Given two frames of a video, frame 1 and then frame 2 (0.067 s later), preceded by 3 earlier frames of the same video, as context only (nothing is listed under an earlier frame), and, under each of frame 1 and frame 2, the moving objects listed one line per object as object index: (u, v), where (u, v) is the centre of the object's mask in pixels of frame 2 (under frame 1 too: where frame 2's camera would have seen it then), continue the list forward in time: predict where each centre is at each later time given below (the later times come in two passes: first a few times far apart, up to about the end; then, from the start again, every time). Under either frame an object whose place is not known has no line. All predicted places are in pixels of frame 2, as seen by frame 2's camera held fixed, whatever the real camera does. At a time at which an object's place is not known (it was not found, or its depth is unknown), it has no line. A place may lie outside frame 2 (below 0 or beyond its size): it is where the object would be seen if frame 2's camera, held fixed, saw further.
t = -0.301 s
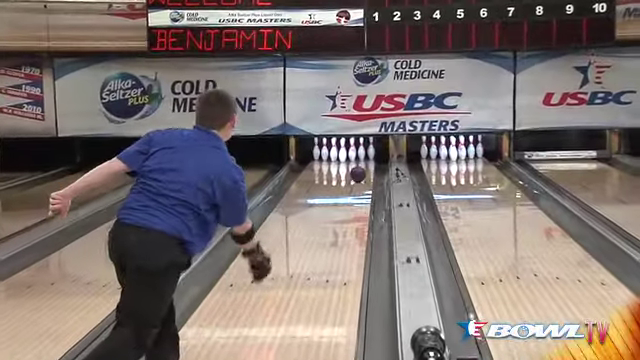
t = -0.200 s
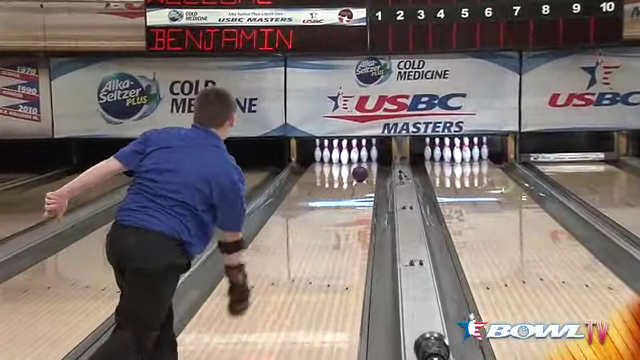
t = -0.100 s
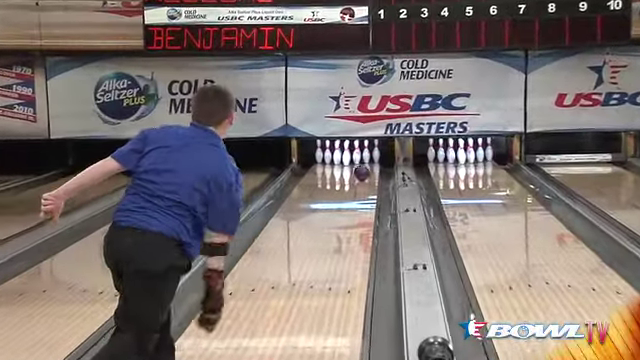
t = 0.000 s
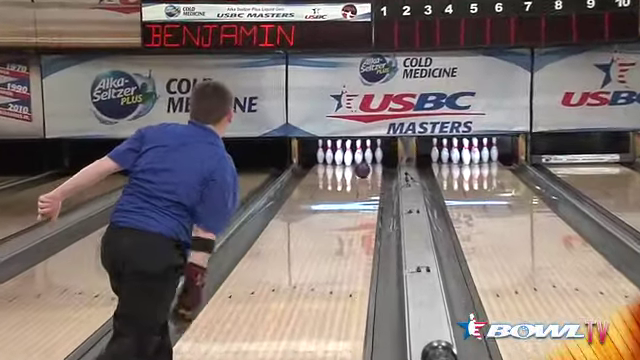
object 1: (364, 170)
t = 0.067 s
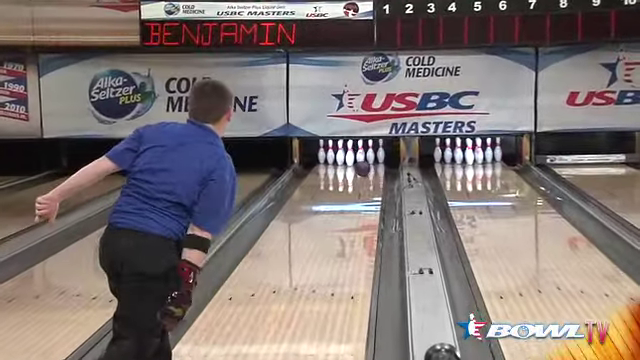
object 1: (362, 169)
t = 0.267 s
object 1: (361, 164)
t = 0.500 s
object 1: (357, 159)
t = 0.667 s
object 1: (356, 156)
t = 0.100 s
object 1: (362, 168)
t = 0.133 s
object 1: (362, 167)
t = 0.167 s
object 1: (362, 167)
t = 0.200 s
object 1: (362, 165)
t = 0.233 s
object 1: (361, 165)
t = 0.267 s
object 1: (361, 164)
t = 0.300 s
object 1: (360, 164)
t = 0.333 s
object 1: (359, 163)
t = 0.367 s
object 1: (358, 162)
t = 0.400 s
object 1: (357, 161)
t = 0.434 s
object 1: (357, 161)
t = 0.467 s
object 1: (356, 160)
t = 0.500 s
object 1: (357, 159)
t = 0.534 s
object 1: (358, 158)
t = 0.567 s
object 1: (358, 158)
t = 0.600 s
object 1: (357, 157)
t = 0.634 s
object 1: (357, 157)
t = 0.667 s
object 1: (356, 156)
